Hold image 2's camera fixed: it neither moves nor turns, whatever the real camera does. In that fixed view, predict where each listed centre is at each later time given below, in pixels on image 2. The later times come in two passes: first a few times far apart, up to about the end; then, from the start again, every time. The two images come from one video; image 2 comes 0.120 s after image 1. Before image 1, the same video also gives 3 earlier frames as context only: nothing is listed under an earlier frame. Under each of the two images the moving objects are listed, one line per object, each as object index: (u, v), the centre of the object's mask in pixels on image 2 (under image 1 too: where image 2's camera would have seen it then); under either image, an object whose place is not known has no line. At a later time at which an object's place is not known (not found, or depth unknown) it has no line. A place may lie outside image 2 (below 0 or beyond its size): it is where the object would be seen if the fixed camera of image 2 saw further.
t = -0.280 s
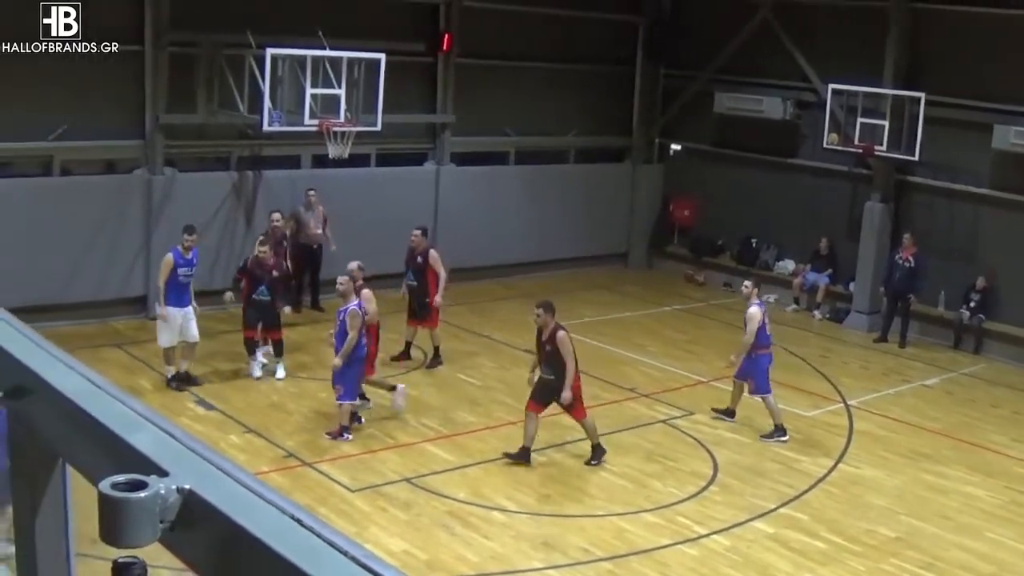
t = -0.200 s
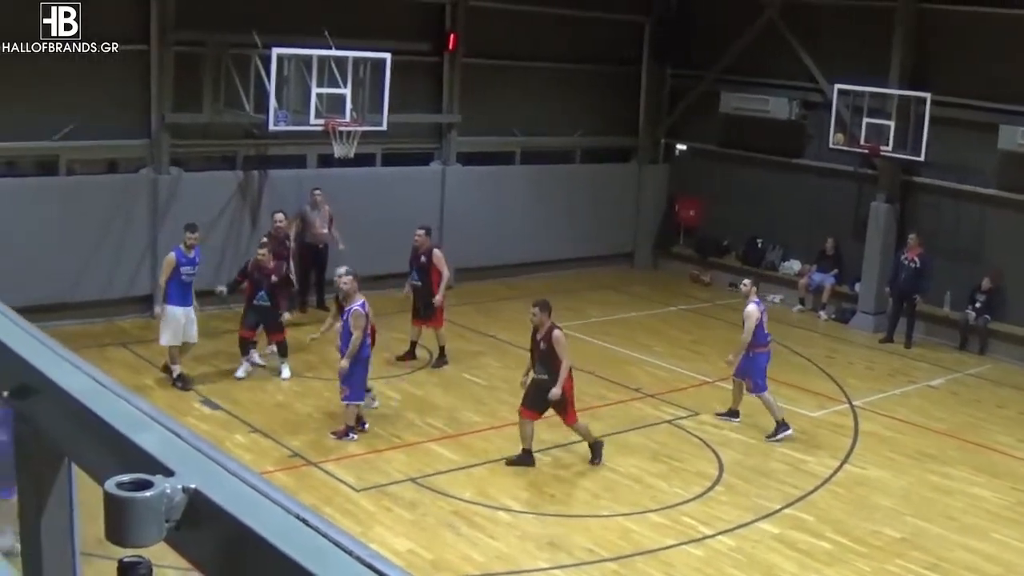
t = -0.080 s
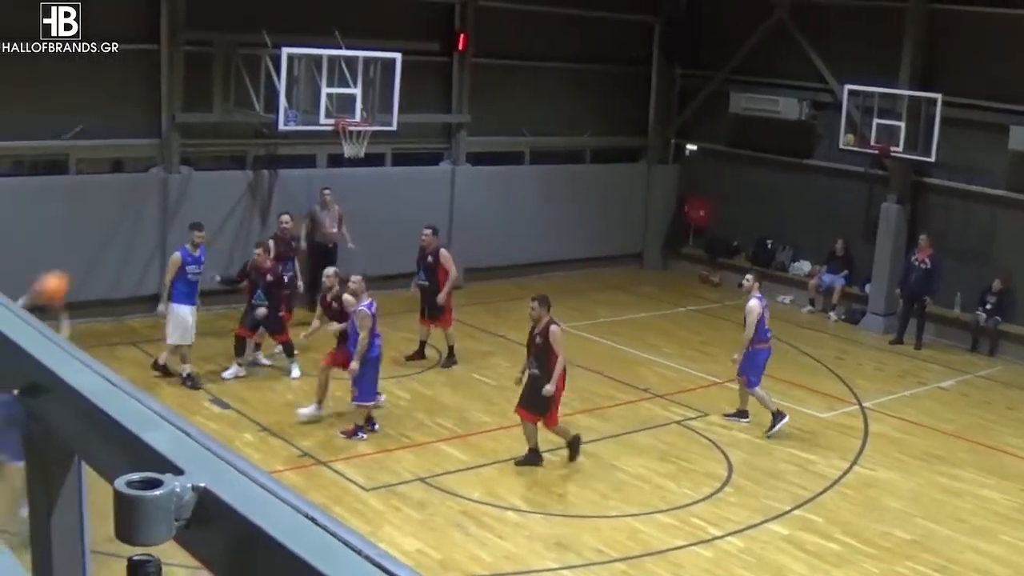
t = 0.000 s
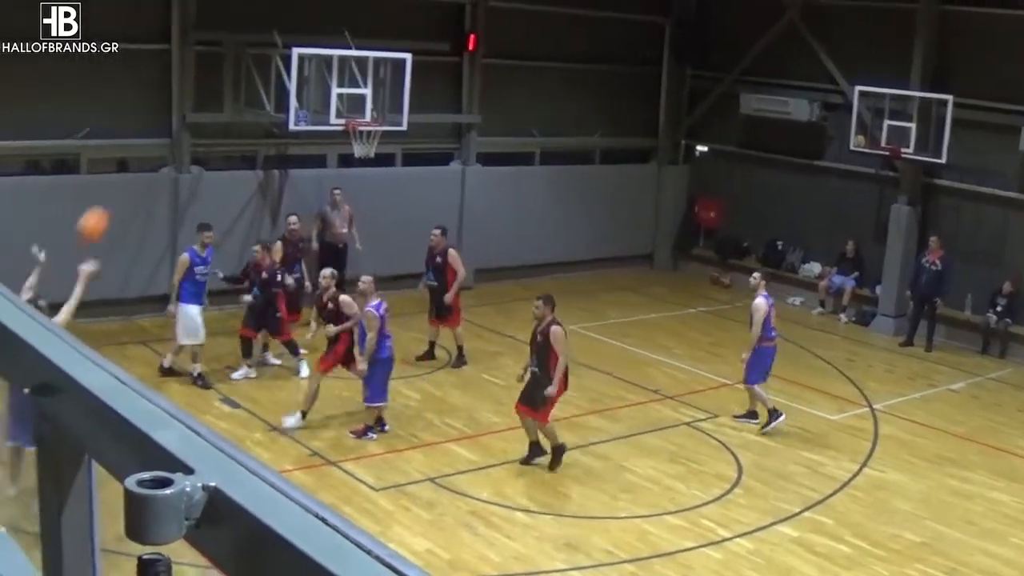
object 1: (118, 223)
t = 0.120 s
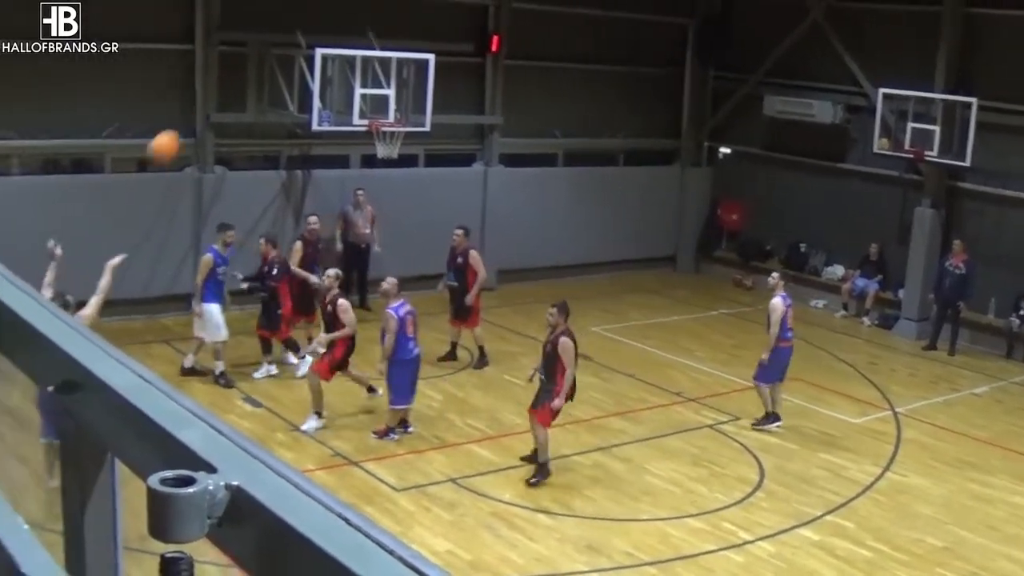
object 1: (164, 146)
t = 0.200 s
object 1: (193, 107)
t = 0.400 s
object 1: (259, 45)
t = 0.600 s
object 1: (312, 30)
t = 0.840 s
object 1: (366, 58)
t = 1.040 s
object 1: (399, 112)
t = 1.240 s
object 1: (408, 113)
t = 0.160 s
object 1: (179, 125)
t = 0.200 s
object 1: (193, 107)
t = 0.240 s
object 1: (207, 90)
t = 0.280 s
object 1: (221, 76)
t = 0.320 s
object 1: (234, 63)
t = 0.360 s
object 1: (246, 53)
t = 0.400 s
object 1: (259, 45)
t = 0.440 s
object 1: (270, 38)
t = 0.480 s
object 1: (281, 34)
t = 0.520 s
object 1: (293, 31)
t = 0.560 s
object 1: (303, 30)
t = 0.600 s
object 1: (312, 30)
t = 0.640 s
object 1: (322, 31)
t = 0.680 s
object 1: (332, 34)
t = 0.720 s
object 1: (341, 37)
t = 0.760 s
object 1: (349, 43)
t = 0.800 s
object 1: (357, 50)
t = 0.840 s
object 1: (366, 58)
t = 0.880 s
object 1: (373, 66)
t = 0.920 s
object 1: (379, 76)
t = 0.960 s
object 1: (385, 86)
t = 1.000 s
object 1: (393, 99)
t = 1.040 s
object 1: (399, 112)
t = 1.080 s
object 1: (403, 115)
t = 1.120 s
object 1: (404, 114)
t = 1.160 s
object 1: (405, 112)
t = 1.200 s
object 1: (406, 112)
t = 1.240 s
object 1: (408, 113)
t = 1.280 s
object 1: (409, 115)
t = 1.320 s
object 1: (414, 116)
